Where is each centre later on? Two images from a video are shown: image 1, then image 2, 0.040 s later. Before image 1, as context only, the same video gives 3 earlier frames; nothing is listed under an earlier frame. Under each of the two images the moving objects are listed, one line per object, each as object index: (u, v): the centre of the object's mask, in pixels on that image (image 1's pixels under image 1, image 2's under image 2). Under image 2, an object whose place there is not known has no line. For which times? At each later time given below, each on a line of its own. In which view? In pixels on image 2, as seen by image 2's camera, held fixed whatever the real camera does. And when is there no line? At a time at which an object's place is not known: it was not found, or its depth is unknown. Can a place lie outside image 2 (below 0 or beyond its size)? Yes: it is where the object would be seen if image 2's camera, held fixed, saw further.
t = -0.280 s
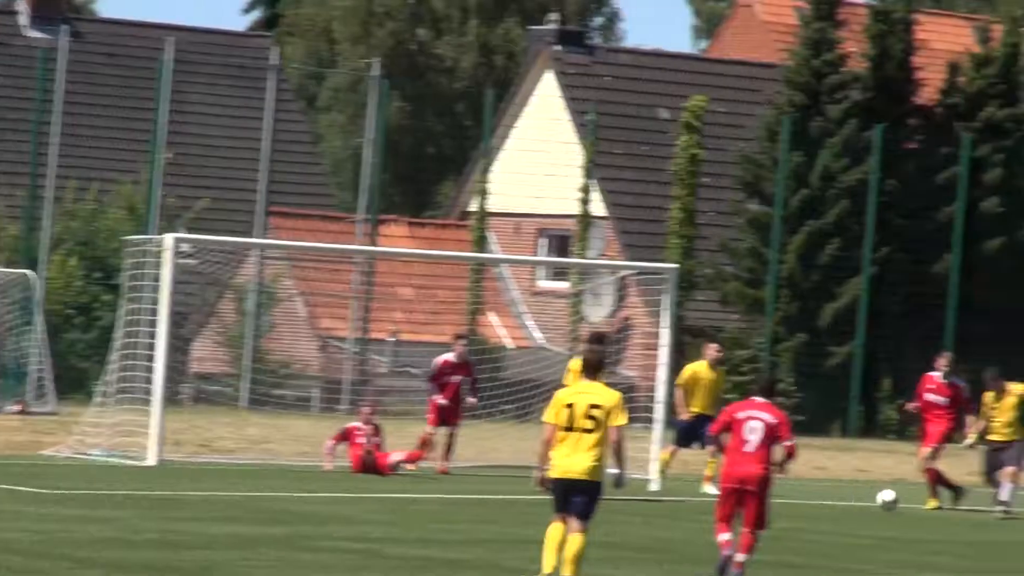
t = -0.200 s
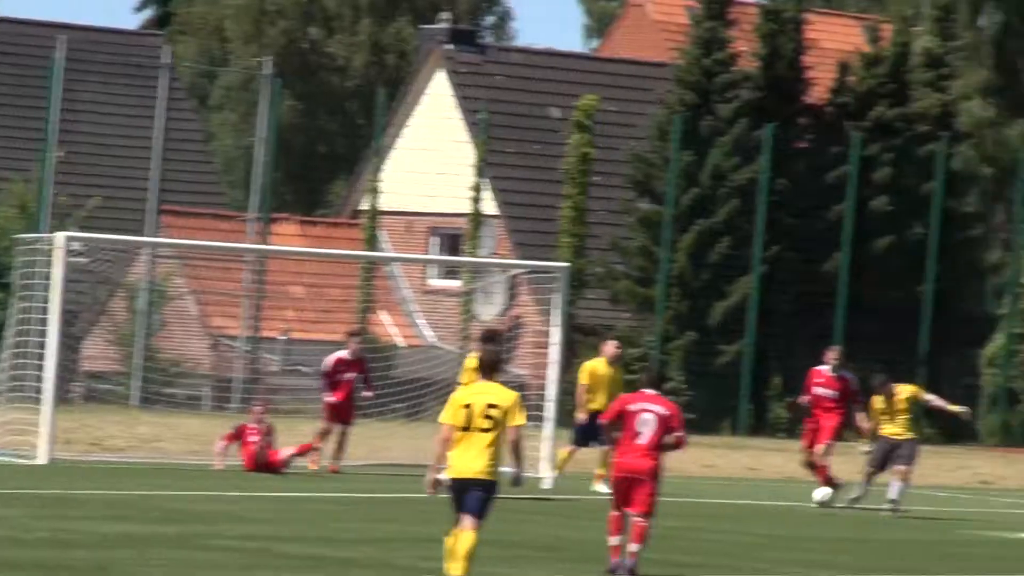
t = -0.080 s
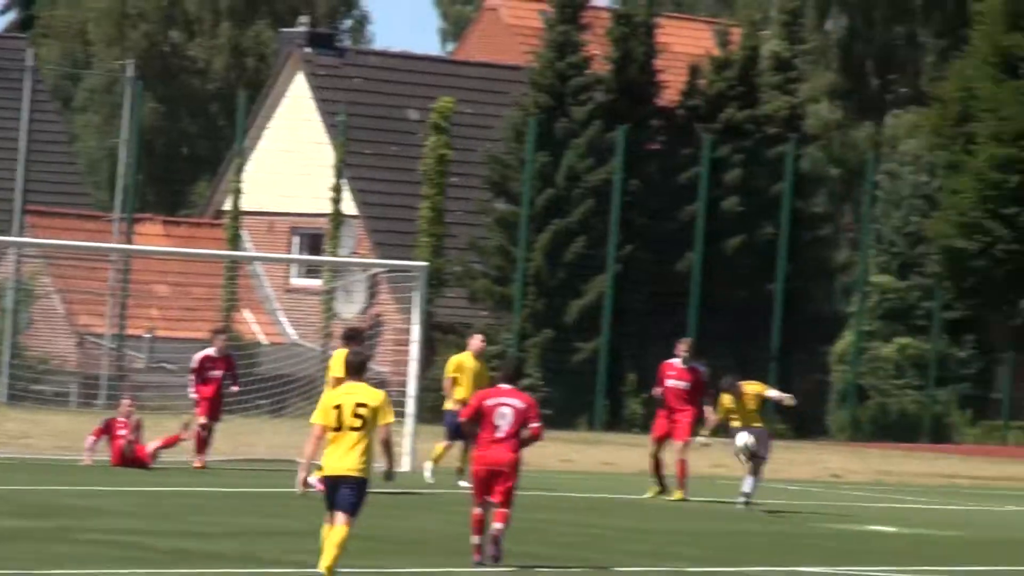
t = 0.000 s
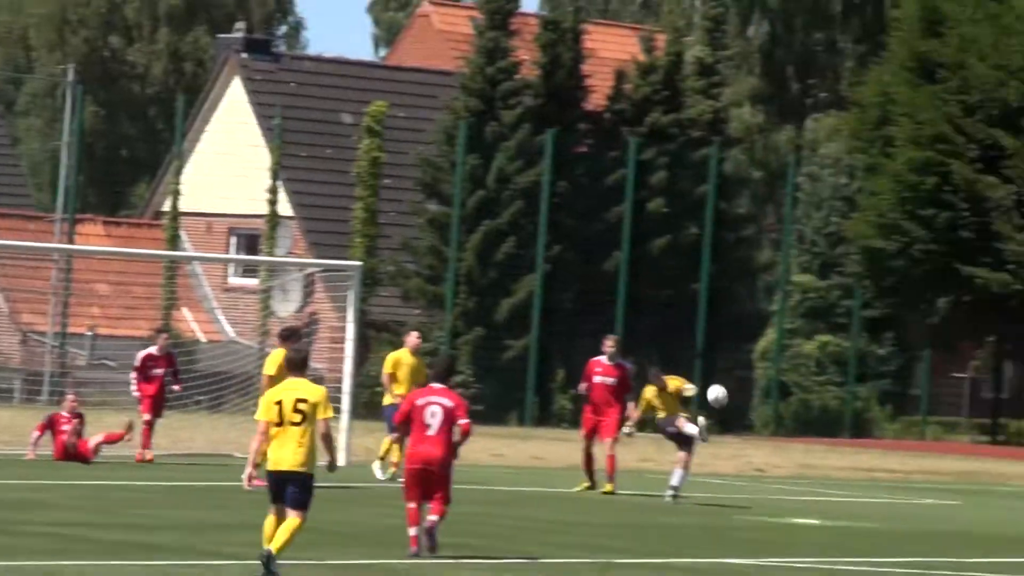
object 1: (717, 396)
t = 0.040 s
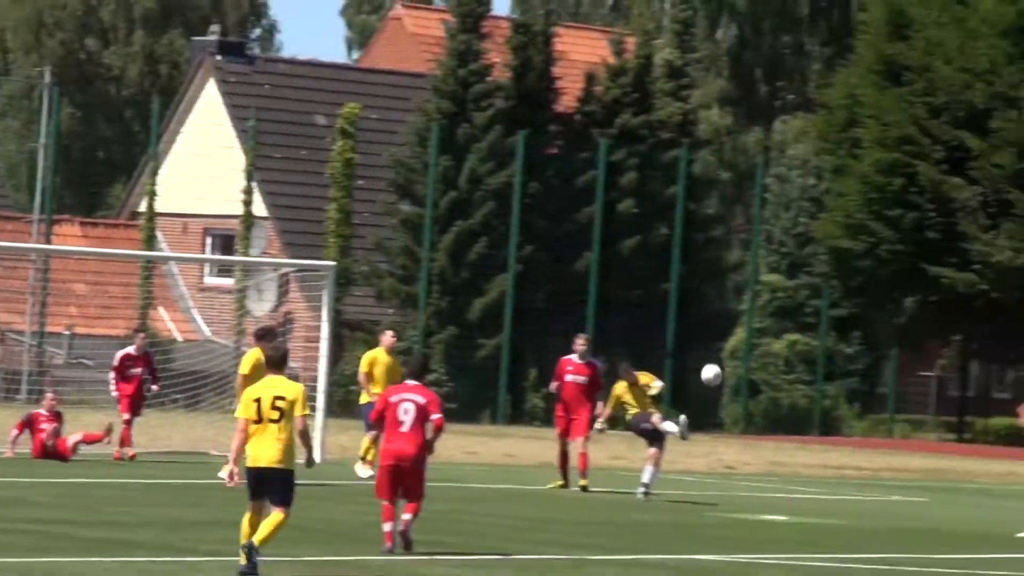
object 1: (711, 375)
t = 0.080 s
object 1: (734, 355)
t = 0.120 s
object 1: (760, 339)
